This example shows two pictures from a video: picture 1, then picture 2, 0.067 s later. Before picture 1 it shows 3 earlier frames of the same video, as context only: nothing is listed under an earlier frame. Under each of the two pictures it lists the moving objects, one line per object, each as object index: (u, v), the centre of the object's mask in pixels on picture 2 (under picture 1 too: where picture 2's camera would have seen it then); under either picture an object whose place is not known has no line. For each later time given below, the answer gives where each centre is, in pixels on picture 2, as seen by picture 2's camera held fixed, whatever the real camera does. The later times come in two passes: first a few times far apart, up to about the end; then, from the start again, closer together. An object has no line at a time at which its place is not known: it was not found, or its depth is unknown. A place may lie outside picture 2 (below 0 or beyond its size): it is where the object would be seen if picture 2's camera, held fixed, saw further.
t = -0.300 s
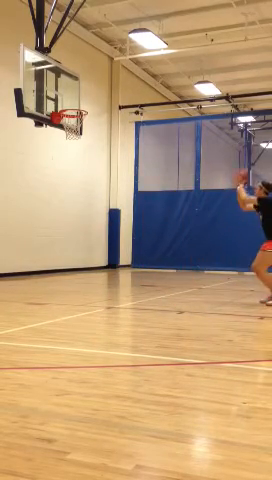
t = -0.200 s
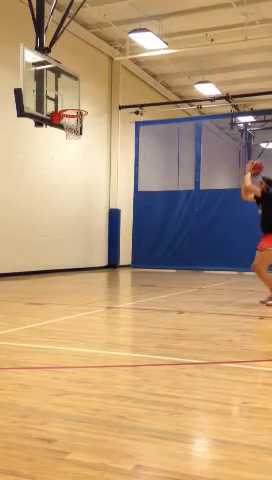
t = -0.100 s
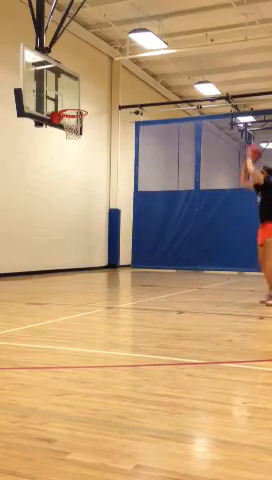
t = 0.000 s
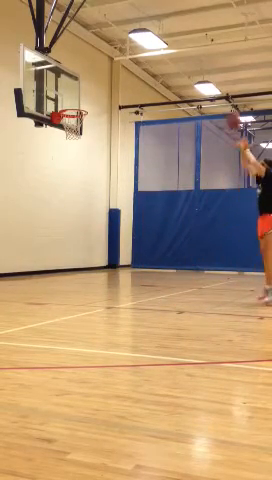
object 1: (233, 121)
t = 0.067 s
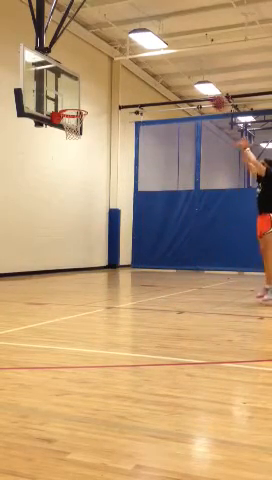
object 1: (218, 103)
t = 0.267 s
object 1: (175, 69)
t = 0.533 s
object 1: (123, 66)
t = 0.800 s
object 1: (75, 103)
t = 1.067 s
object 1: (80, 127)
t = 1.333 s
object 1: (79, 147)
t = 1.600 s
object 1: (73, 205)
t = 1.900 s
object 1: (64, 264)
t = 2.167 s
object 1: (51, 209)
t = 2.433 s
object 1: (36, 195)
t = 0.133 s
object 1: (203, 86)
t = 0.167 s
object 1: (195, 81)
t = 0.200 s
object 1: (189, 77)
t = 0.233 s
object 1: (183, 72)
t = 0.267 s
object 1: (175, 69)
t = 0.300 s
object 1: (168, 65)
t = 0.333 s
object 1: (162, 63)
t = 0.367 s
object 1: (155, 62)
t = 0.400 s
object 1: (149, 61)
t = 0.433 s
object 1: (142, 61)
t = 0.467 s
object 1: (135, 62)
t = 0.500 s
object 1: (130, 63)
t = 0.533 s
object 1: (123, 66)
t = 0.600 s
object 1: (111, 71)
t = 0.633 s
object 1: (104, 76)
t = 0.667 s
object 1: (98, 80)
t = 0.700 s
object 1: (93, 85)
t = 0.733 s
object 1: (87, 91)
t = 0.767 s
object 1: (80, 97)
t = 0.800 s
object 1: (75, 103)
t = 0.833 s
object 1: (71, 106)
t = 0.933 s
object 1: (72, 117)
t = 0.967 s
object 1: (75, 119)
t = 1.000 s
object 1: (77, 121)
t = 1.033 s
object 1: (79, 124)
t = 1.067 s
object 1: (80, 127)
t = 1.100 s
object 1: (81, 128)
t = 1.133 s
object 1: (82, 129)
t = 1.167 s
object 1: (83, 131)
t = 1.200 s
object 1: (83, 133)
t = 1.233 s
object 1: (81, 135)
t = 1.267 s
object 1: (80, 138)
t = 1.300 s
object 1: (80, 142)
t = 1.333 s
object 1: (79, 147)
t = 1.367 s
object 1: (79, 152)
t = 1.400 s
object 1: (78, 158)
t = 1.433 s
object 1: (77, 163)
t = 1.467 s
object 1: (76, 170)
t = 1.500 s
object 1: (76, 178)
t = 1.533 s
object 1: (75, 186)
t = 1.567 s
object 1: (74, 195)
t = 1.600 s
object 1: (73, 205)
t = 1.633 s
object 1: (73, 215)
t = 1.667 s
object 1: (72, 225)
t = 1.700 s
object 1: (71, 238)
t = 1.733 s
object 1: (70, 250)
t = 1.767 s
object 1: (70, 262)
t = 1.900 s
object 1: (64, 264)
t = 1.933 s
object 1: (62, 255)
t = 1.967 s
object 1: (61, 247)
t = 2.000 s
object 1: (59, 240)
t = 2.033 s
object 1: (58, 232)
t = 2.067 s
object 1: (56, 225)
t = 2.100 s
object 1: (54, 219)
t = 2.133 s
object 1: (52, 214)
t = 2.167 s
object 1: (51, 209)
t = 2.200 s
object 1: (49, 205)
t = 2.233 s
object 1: (47, 201)
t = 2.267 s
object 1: (45, 199)
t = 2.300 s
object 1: (43, 197)
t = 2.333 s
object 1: (41, 195)
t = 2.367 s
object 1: (40, 194)
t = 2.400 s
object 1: (38, 194)
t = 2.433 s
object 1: (36, 195)
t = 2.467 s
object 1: (34, 196)
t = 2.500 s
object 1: (32, 198)
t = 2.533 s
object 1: (30, 200)
